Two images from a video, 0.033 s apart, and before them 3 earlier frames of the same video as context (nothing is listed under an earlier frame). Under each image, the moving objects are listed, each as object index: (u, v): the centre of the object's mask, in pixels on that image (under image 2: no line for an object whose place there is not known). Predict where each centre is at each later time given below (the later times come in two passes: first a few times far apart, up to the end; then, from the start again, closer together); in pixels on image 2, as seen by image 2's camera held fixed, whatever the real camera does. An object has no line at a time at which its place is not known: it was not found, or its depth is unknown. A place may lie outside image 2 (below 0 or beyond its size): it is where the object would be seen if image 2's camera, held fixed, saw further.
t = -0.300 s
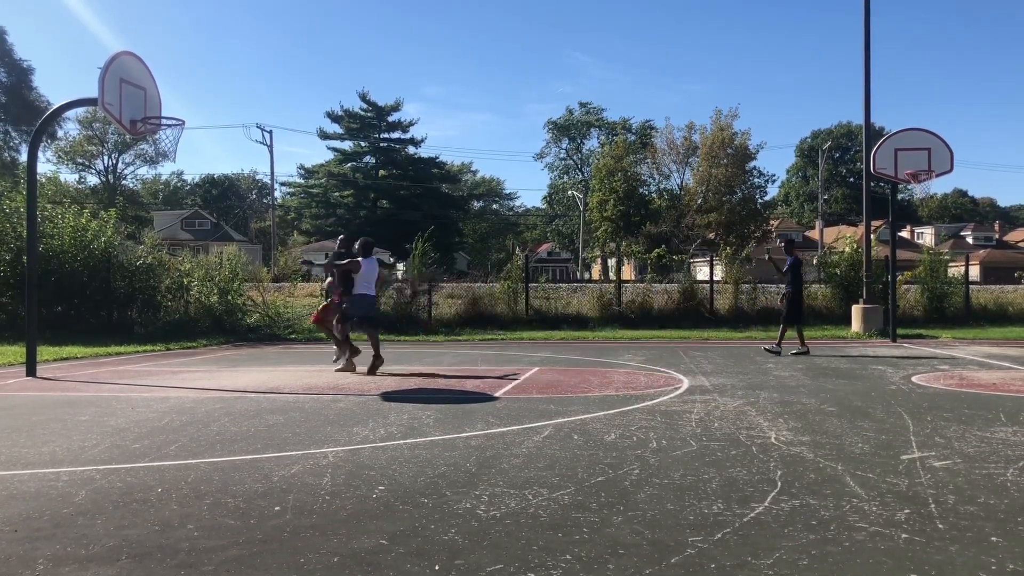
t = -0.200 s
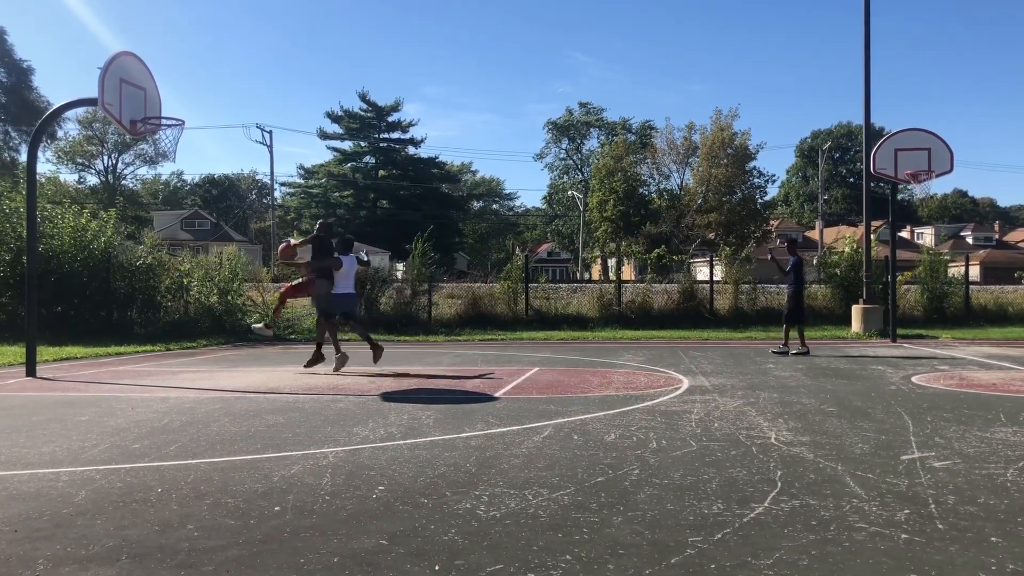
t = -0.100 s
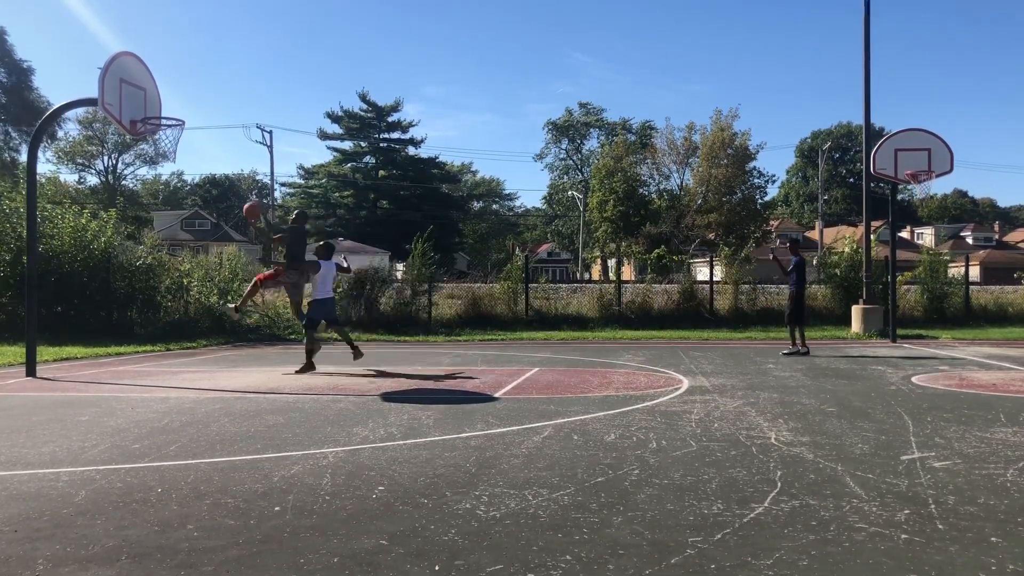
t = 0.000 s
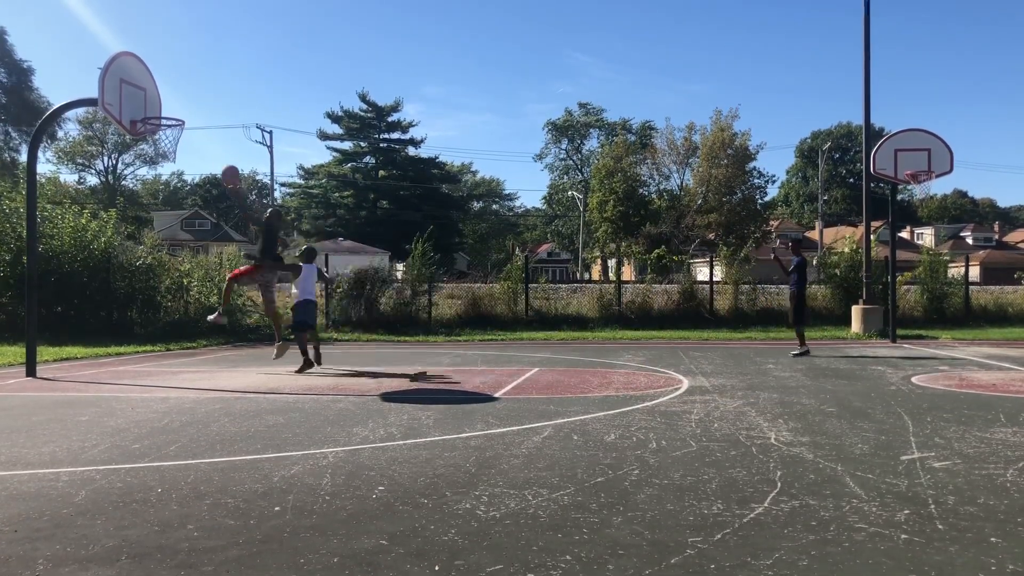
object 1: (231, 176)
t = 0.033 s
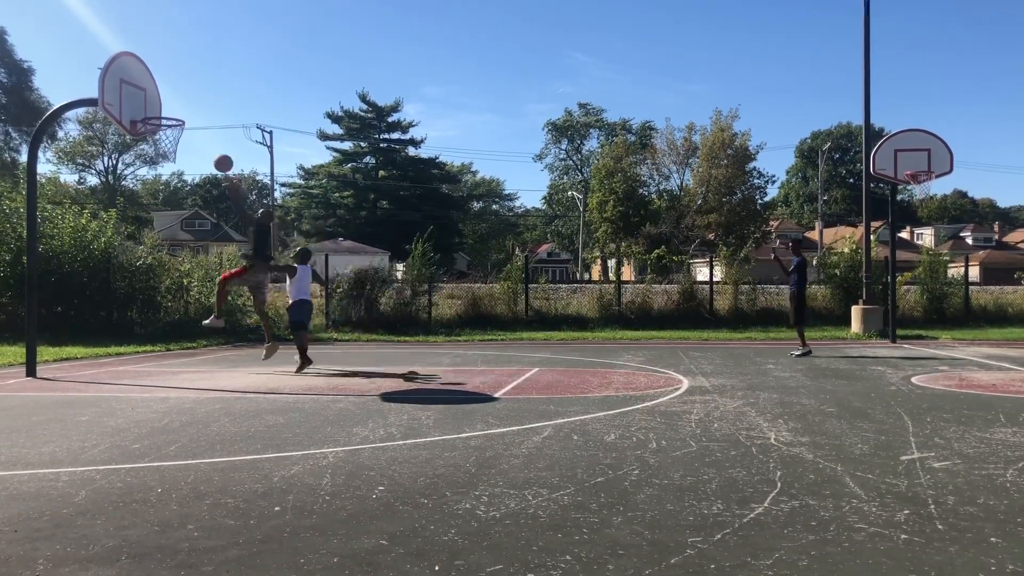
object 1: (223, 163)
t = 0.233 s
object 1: (180, 115)
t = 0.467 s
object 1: (178, 101)
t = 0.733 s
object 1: (202, 140)
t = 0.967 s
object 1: (224, 224)
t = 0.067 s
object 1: (216, 153)
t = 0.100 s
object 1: (209, 144)
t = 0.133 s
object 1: (202, 135)
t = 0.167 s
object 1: (195, 128)
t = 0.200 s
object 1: (188, 121)
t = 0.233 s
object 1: (180, 115)
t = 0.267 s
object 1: (173, 110)
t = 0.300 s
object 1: (165, 106)
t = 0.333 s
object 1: (167, 103)
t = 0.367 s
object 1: (169, 101)
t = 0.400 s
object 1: (172, 100)
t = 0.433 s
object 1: (175, 100)
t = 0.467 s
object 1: (178, 101)
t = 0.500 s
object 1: (181, 102)
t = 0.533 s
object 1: (184, 105)
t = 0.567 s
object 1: (187, 108)
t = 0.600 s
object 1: (190, 113)
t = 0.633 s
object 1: (193, 118)
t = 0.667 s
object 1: (196, 124)
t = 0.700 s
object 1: (199, 131)
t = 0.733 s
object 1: (202, 140)
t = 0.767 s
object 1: (205, 148)
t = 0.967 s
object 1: (224, 224)
